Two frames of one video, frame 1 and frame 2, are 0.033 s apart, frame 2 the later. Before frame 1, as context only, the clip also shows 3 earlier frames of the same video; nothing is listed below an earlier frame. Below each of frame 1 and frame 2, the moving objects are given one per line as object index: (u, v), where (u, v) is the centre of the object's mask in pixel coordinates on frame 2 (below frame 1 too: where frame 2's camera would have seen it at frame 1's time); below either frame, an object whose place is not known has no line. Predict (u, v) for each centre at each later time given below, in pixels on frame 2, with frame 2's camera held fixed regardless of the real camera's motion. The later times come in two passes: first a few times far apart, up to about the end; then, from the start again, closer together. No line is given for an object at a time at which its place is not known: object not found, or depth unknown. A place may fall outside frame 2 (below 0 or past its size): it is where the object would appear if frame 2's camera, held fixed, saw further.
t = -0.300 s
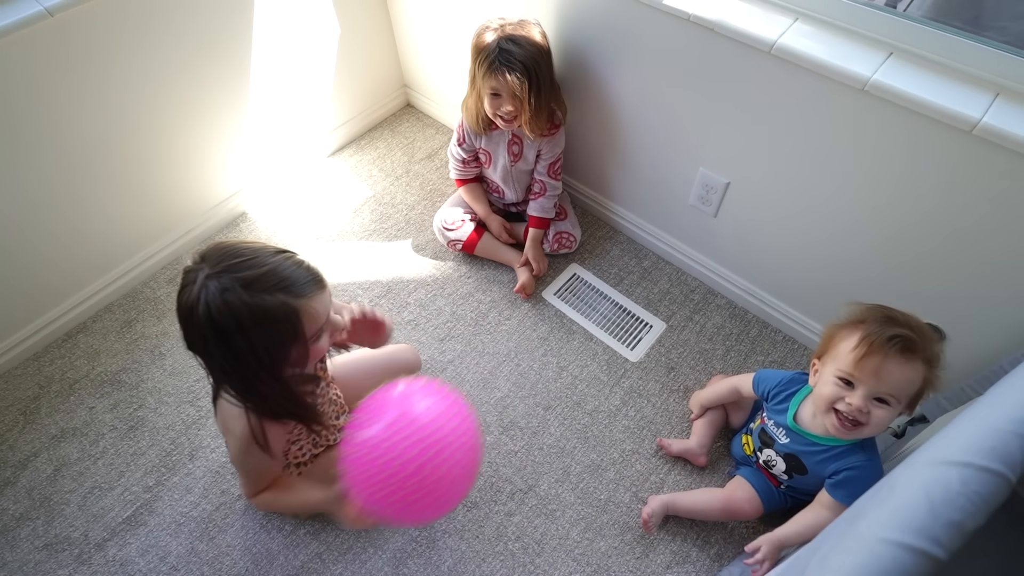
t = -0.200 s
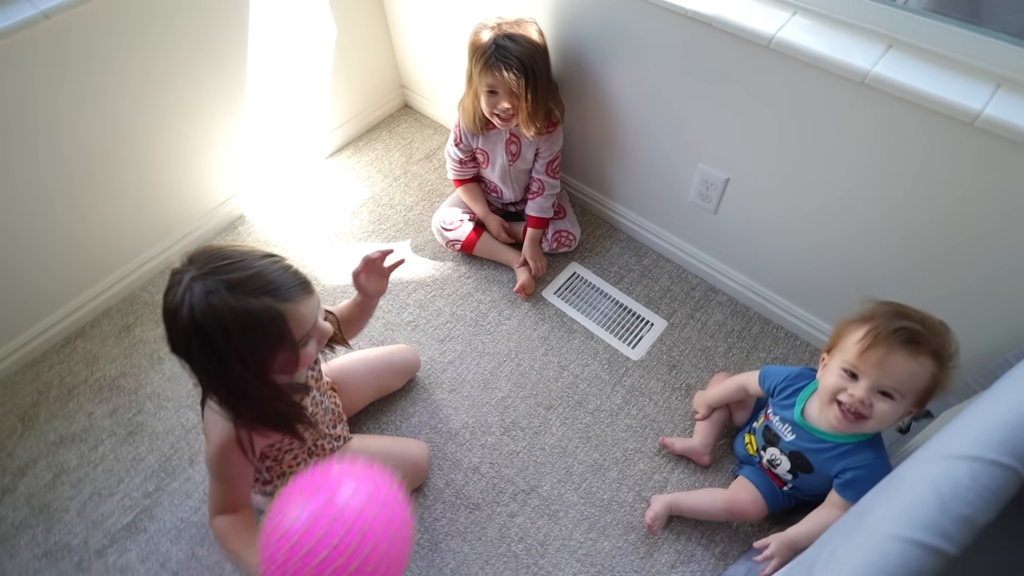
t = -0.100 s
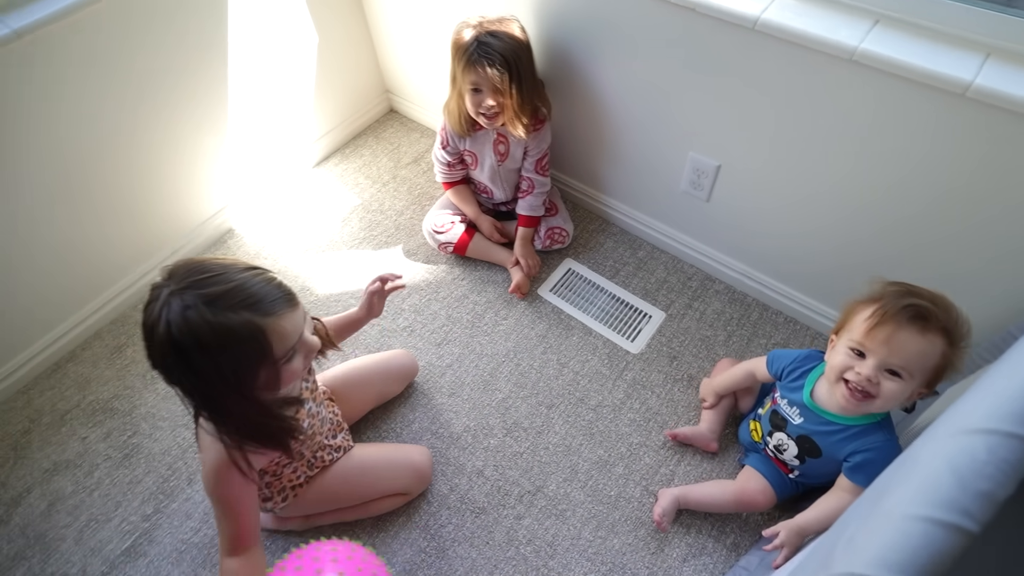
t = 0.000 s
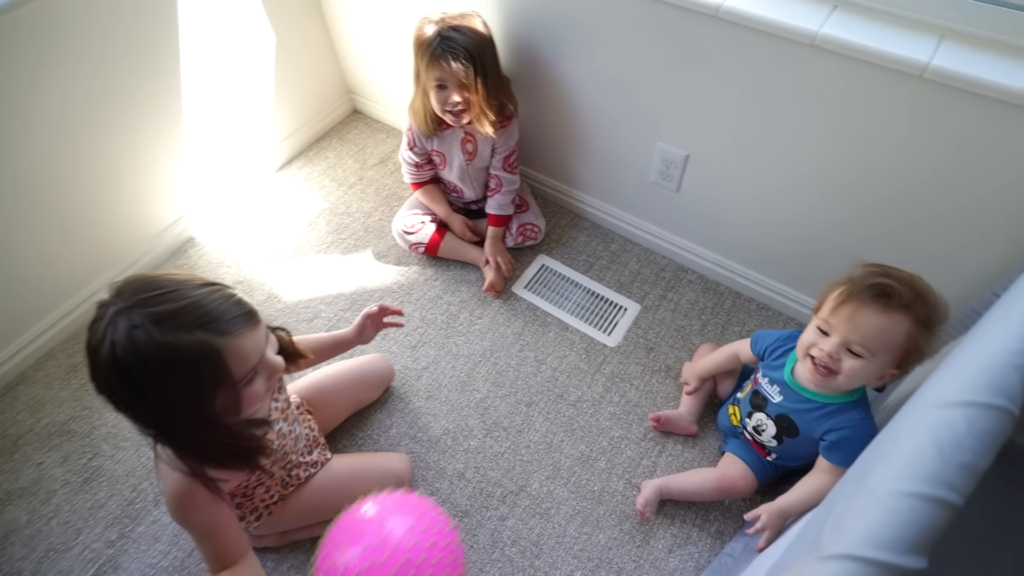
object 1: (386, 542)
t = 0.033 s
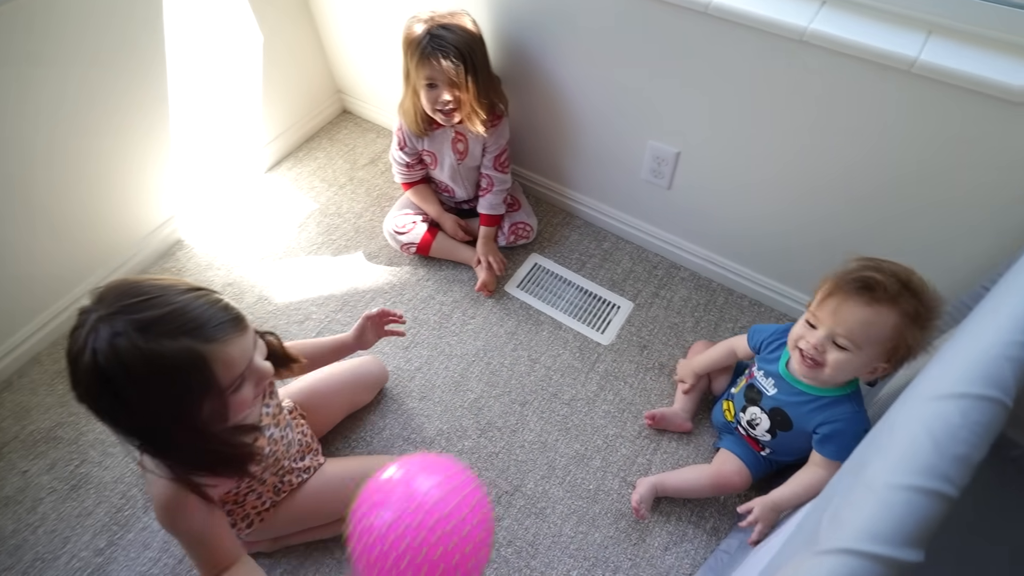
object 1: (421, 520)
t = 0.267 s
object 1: (595, 343)
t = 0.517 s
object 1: (670, 239)
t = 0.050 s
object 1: (439, 507)
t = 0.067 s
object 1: (456, 489)
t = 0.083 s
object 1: (472, 469)
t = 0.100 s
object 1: (488, 452)
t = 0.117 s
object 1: (502, 435)
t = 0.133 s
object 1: (516, 420)
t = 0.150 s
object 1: (529, 407)
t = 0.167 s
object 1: (541, 396)
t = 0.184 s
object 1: (552, 385)
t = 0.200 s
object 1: (561, 377)
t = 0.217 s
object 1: (571, 370)
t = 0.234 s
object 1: (579, 364)
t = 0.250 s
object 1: (586, 358)
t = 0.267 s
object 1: (595, 343)
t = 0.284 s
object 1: (603, 328)
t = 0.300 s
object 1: (612, 314)
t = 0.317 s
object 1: (621, 300)
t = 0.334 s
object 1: (629, 287)
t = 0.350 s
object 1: (638, 276)
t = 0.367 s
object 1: (646, 264)
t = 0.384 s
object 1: (654, 254)
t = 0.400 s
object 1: (662, 245)
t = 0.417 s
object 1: (669, 237)
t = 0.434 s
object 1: (676, 229)
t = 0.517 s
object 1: (670, 239)
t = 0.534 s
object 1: (664, 247)
